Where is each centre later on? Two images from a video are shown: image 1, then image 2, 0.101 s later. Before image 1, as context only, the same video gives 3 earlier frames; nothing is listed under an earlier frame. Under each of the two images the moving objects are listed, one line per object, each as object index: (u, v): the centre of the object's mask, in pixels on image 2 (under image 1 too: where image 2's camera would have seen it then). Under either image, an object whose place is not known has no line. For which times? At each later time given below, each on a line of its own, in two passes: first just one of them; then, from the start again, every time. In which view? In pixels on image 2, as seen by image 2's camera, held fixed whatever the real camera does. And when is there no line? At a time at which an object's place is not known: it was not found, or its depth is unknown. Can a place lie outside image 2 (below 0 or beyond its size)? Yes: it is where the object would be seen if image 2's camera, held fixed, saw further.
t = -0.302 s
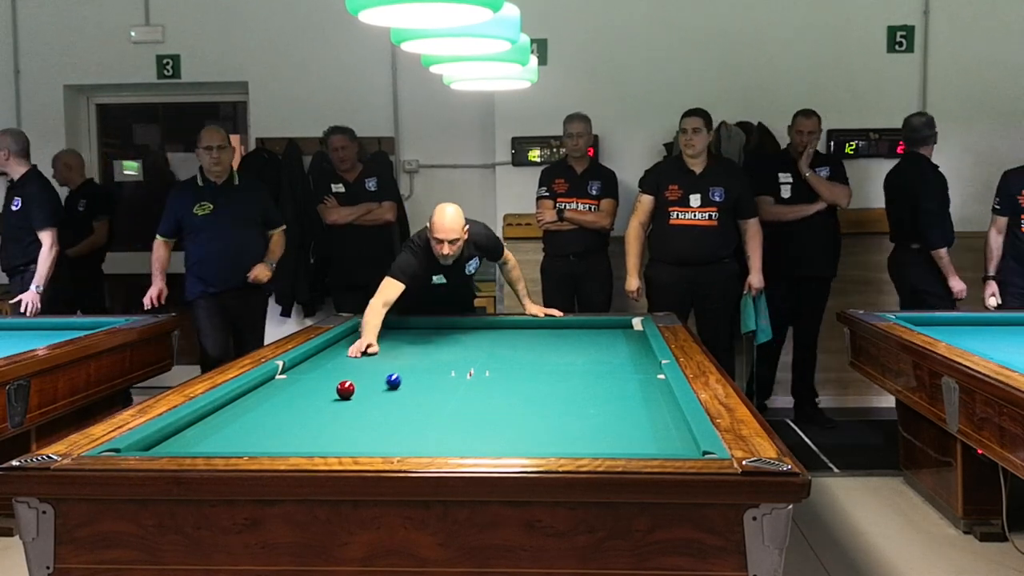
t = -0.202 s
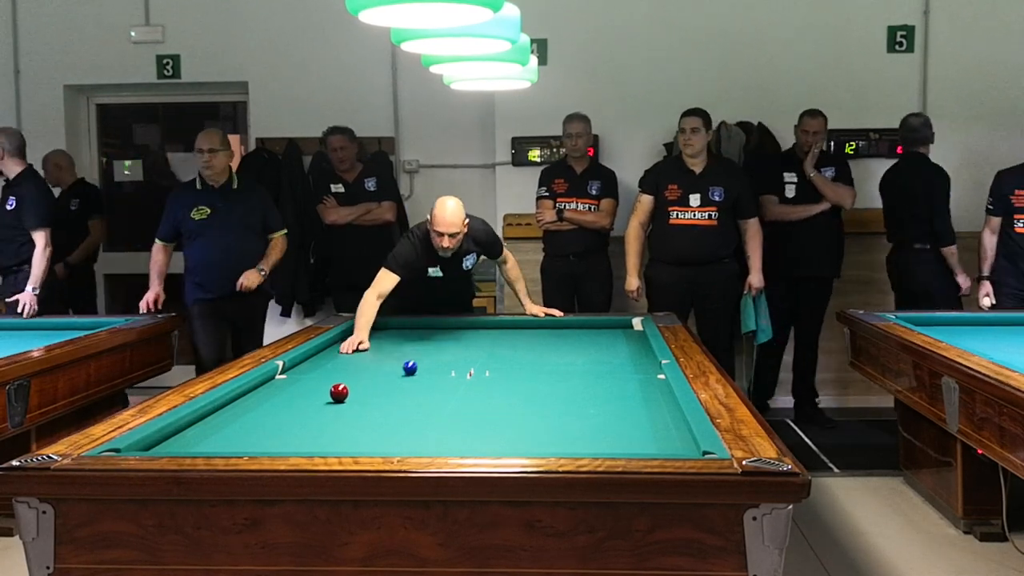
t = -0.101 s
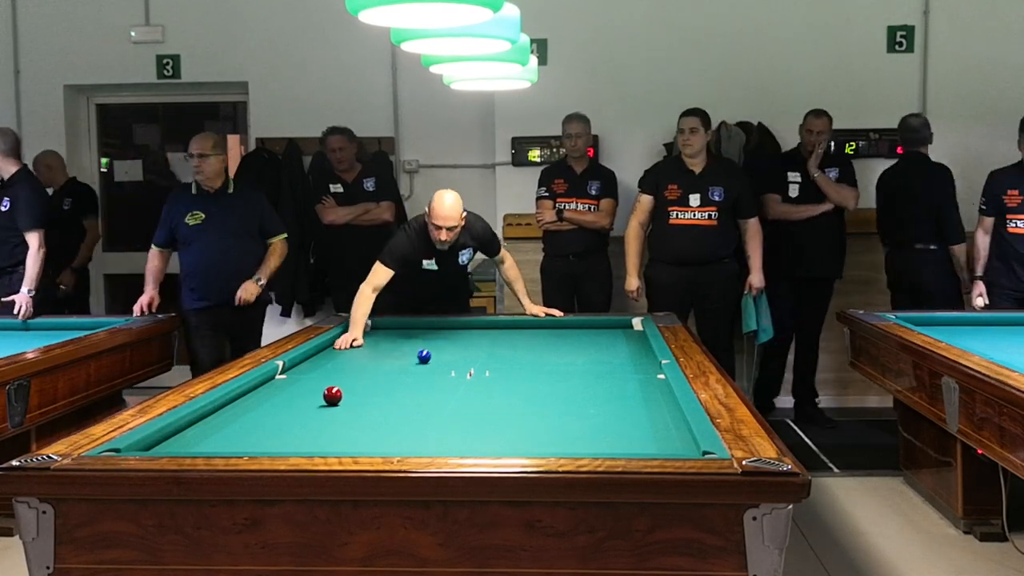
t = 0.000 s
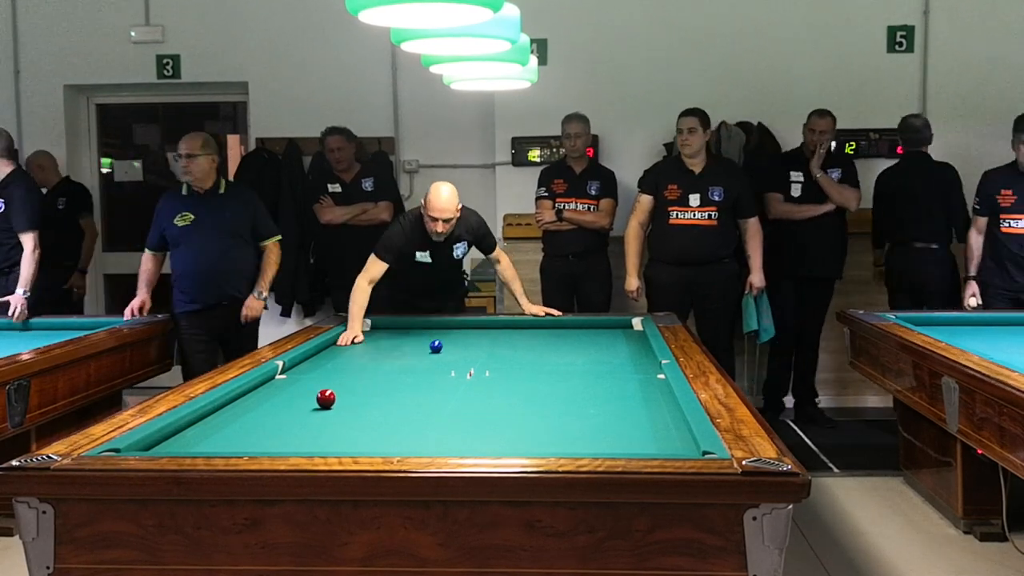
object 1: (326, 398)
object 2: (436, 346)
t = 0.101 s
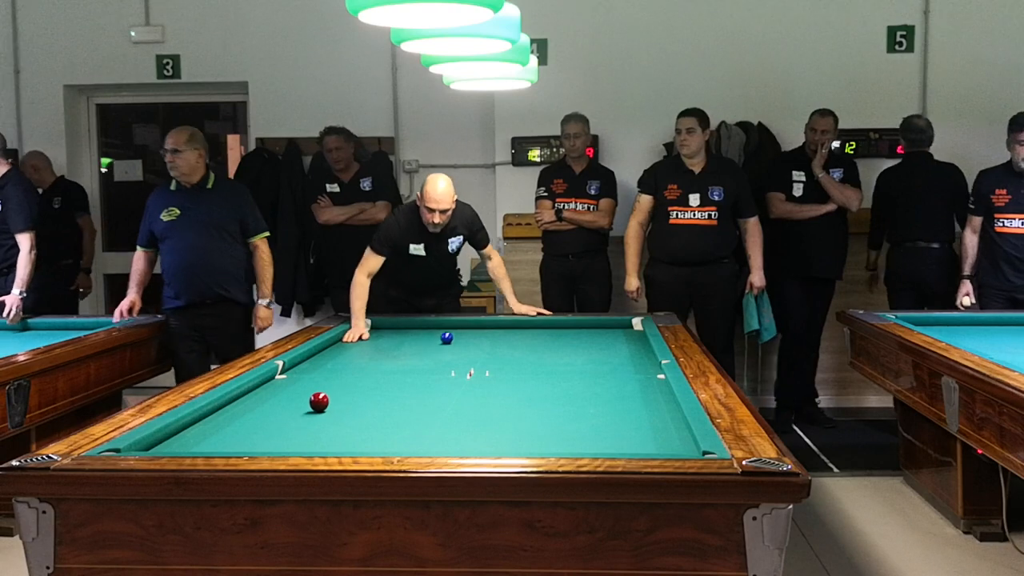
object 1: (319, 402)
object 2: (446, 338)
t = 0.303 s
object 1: (305, 408)
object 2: (462, 326)
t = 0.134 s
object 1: (317, 403)
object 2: (449, 335)
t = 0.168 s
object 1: (314, 404)
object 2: (453, 332)
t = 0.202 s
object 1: (312, 405)
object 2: (456, 330)
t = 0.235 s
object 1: (310, 406)
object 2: (458, 328)
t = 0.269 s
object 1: (307, 407)
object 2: (461, 326)
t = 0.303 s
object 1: (305, 408)
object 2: (462, 326)
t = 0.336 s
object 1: (303, 409)
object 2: (460, 327)
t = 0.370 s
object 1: (300, 410)
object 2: (459, 328)
